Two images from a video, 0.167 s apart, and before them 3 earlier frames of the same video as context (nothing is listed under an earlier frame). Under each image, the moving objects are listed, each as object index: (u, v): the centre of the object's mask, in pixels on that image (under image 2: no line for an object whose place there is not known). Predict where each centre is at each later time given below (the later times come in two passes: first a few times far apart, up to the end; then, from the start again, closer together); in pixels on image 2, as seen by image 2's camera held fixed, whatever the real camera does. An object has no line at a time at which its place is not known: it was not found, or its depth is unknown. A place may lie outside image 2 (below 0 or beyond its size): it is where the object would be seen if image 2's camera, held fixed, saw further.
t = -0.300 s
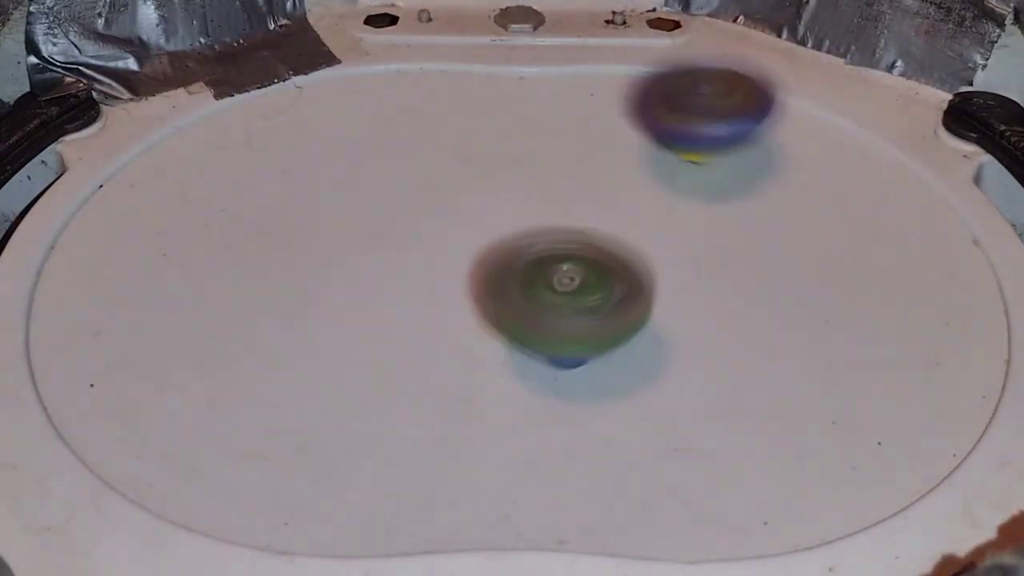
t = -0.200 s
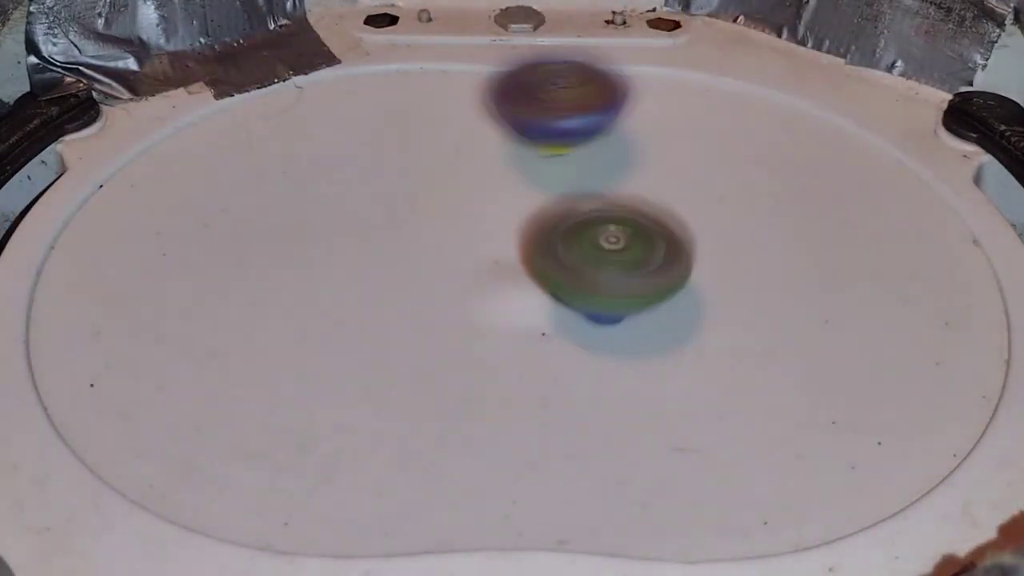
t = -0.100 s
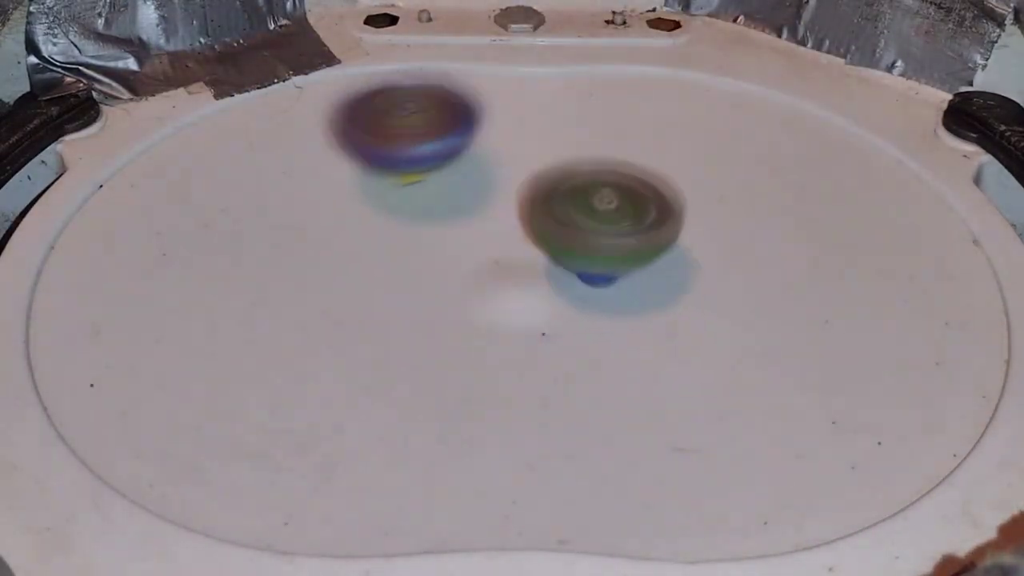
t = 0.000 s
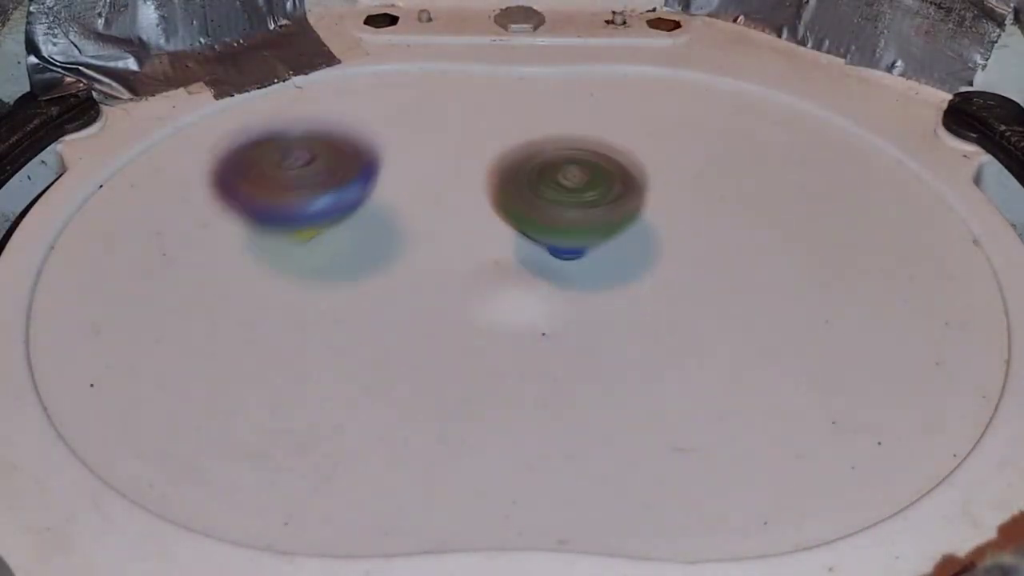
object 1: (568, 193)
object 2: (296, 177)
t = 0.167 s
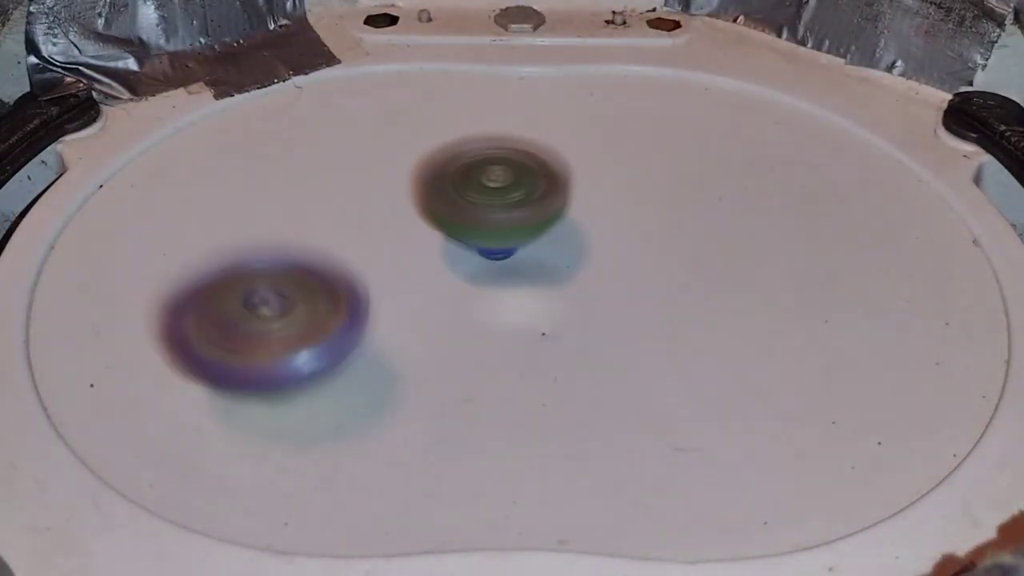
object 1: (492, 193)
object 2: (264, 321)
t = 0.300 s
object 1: (445, 214)
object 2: (453, 387)
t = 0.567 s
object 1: (455, 242)
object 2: (741, 247)
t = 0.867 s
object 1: (446, 242)
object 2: (486, 130)
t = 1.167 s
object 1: (468, 232)
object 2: (244, 225)
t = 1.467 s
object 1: (472, 209)
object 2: (442, 337)
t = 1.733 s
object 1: (400, 170)
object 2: (672, 225)
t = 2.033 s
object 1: (260, 197)
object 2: (552, 134)
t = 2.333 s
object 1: (155, 366)
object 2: (638, 167)
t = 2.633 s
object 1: (506, 224)
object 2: (671, 145)
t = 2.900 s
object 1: (377, 136)
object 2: (733, 166)
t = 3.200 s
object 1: (344, 184)
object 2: (689, 217)
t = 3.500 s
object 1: (547, 200)
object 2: (713, 319)
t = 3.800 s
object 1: (591, 170)
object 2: (616, 288)
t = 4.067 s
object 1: (579, 193)
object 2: (408, 289)
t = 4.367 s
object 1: (603, 251)
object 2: (384, 308)
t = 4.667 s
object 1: (595, 259)
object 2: (378, 199)
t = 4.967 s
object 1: (568, 266)
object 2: (315, 180)
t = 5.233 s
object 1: (567, 301)
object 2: (462, 175)
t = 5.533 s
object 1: (646, 306)
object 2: (418, 80)
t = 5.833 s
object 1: (679, 296)
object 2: (442, 190)
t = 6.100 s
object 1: (700, 341)
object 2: (598, 225)
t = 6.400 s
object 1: (697, 313)
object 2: (589, 190)
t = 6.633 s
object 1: (699, 295)
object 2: (557, 226)
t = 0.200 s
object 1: (476, 197)
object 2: (294, 350)
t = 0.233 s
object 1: (462, 202)
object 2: (337, 372)
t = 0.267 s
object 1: (452, 208)
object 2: (391, 384)
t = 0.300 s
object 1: (445, 214)
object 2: (453, 387)
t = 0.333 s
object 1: (442, 219)
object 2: (520, 381)
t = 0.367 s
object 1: (441, 225)
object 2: (586, 374)
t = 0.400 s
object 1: (442, 231)
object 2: (645, 363)
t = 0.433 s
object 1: (443, 236)
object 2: (693, 348)
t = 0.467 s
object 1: (444, 241)
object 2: (725, 326)
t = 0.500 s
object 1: (450, 242)
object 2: (741, 301)
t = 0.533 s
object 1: (456, 242)
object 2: (748, 274)
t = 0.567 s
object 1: (455, 242)
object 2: (741, 247)
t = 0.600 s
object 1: (453, 242)
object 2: (732, 221)
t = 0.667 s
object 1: (451, 243)
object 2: (692, 178)
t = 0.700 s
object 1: (449, 243)
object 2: (666, 162)
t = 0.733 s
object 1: (447, 242)
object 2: (636, 150)
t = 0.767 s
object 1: (446, 242)
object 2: (603, 140)
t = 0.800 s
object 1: (445, 242)
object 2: (567, 134)
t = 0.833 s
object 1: (446, 242)
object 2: (529, 131)
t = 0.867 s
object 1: (446, 242)
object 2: (486, 130)
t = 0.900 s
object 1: (448, 241)
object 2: (446, 129)
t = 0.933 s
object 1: (449, 240)
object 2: (409, 131)
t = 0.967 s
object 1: (448, 238)
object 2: (377, 137)
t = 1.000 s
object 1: (447, 237)
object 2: (347, 146)
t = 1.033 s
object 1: (447, 237)
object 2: (322, 158)
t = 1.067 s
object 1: (446, 236)
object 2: (302, 174)
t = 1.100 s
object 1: (446, 234)
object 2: (287, 192)
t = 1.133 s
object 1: (457, 234)
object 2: (266, 208)
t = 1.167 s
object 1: (468, 232)
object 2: (244, 225)
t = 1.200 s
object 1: (469, 228)
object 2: (229, 245)
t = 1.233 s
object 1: (468, 225)
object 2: (224, 265)
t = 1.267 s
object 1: (468, 222)
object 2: (231, 287)
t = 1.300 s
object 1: (469, 218)
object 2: (249, 308)
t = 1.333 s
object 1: (469, 216)
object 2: (278, 326)
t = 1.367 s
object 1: (470, 215)
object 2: (316, 340)
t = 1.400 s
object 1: (472, 214)
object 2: (359, 346)
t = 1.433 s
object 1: (473, 210)
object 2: (402, 344)
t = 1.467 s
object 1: (472, 209)
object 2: (442, 337)
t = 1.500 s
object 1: (470, 207)
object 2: (483, 322)
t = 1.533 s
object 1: (466, 206)
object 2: (520, 308)
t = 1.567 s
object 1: (458, 197)
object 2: (557, 306)
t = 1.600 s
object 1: (447, 188)
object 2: (598, 298)
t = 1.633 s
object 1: (434, 179)
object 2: (630, 284)
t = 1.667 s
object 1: (424, 173)
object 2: (655, 267)
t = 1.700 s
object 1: (412, 171)
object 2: (668, 246)
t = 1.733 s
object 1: (400, 170)
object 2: (672, 225)
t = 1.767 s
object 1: (392, 171)
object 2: (666, 205)
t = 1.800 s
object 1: (389, 171)
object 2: (654, 189)
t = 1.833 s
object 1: (387, 172)
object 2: (639, 170)
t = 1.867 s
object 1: (385, 173)
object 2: (616, 159)
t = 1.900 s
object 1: (385, 176)
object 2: (588, 151)
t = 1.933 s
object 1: (386, 178)
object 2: (557, 146)
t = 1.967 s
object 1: (371, 177)
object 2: (537, 144)
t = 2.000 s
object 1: (314, 187)
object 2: (547, 139)
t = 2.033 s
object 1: (260, 197)
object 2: (552, 134)
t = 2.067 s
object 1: (211, 206)
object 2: (552, 135)
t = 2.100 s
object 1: (170, 220)
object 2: (554, 136)
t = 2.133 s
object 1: (134, 238)
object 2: (555, 140)
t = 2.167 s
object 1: (111, 259)
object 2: (560, 146)
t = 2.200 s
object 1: (93, 281)
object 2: (567, 155)
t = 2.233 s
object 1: (93, 303)
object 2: (580, 158)
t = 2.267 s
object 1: (99, 332)
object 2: (597, 164)
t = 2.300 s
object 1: (120, 351)
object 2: (617, 166)
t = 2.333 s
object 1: (155, 366)
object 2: (638, 167)
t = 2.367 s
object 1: (204, 372)
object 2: (658, 166)
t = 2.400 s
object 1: (259, 370)
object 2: (675, 162)
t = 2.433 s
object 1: (316, 361)
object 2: (689, 157)
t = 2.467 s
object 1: (368, 347)
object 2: (699, 149)
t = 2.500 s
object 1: (413, 326)
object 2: (701, 142)
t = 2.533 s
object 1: (451, 303)
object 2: (699, 138)
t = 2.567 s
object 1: (481, 277)
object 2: (692, 137)
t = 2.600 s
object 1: (497, 248)
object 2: (683, 139)
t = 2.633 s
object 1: (506, 224)
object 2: (671, 145)
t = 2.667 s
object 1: (514, 208)
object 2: (658, 152)
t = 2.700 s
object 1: (503, 193)
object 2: (668, 156)
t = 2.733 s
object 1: (485, 180)
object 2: (681, 158)
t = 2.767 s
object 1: (462, 168)
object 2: (696, 160)
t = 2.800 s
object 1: (438, 155)
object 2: (709, 163)
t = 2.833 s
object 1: (416, 144)
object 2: (721, 163)
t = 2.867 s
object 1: (396, 138)
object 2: (729, 163)
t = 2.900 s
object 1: (377, 136)
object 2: (733, 166)
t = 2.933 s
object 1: (355, 135)
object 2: (737, 165)
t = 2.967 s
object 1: (337, 137)
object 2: (736, 166)
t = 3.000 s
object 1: (324, 139)
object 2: (733, 171)
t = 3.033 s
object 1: (316, 143)
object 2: (729, 173)
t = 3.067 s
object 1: (316, 149)
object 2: (722, 178)
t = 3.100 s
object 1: (319, 157)
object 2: (715, 185)
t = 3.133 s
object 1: (323, 167)
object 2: (707, 194)
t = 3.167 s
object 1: (332, 176)
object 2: (698, 204)
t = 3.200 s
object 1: (344, 184)
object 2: (689, 217)
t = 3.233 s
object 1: (360, 191)
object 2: (683, 229)
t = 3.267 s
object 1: (379, 200)
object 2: (679, 242)
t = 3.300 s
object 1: (405, 207)
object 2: (677, 256)
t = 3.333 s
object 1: (428, 213)
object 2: (677, 271)
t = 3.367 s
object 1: (454, 214)
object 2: (680, 284)
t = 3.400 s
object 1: (476, 211)
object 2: (684, 295)
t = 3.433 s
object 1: (499, 210)
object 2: (695, 306)
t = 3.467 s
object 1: (525, 204)
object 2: (704, 314)
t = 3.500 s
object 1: (547, 200)
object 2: (713, 319)
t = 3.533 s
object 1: (565, 195)
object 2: (719, 321)
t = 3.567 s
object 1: (576, 191)
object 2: (721, 321)
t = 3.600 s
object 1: (583, 184)
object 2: (720, 318)
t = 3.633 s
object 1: (590, 178)
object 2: (713, 314)
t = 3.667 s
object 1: (593, 175)
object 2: (704, 308)
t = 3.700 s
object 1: (592, 171)
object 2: (688, 303)
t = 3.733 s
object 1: (593, 170)
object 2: (669, 296)
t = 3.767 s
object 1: (593, 170)
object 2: (644, 292)
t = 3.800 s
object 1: (591, 170)
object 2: (616, 288)
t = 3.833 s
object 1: (587, 172)
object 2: (589, 284)
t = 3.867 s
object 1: (583, 173)
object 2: (559, 283)
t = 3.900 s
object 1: (581, 174)
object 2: (534, 283)
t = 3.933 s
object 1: (581, 174)
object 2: (510, 284)
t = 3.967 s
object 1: (579, 176)
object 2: (484, 286)
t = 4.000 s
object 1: (580, 181)
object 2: (458, 286)
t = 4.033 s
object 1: (579, 185)
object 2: (433, 286)
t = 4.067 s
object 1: (579, 193)
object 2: (408, 289)
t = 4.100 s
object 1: (580, 201)
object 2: (388, 292)
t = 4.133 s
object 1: (581, 210)
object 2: (370, 297)
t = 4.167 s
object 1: (586, 216)
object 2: (354, 304)
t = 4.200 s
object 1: (587, 224)
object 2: (346, 311)
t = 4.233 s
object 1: (592, 231)
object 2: (344, 315)
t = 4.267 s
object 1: (592, 237)
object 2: (346, 317)
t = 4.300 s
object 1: (600, 241)
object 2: (357, 317)
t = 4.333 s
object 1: (600, 247)
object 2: (369, 315)
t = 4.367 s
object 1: (603, 251)
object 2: (384, 308)
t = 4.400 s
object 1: (606, 255)
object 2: (399, 299)
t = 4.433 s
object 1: (609, 259)
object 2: (411, 288)
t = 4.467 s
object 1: (610, 261)
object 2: (419, 273)
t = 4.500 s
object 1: (606, 261)
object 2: (421, 259)
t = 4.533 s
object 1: (605, 261)
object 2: (417, 245)
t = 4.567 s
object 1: (604, 259)
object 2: (410, 231)
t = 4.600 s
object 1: (598, 259)
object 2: (401, 219)
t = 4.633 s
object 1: (595, 261)
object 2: (389, 208)
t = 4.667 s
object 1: (595, 259)
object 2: (378, 199)
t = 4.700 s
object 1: (592, 258)
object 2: (366, 189)
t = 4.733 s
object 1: (587, 257)
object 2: (354, 183)
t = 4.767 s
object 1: (586, 258)
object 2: (341, 176)
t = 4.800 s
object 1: (583, 259)
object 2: (329, 170)
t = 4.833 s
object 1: (577, 258)
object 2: (318, 168)
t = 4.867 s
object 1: (569, 258)
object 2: (311, 170)
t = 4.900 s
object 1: (566, 261)
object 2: (307, 173)
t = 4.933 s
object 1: (569, 266)
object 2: (309, 176)
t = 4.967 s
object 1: (568, 266)
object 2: (315, 180)
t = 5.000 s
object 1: (561, 267)
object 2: (324, 186)
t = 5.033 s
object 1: (554, 267)
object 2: (340, 191)
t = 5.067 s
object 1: (549, 266)
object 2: (357, 196)
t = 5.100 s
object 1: (547, 270)
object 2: (381, 199)
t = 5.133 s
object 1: (549, 273)
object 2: (405, 199)
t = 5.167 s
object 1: (548, 274)
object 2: (428, 195)
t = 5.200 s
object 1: (555, 280)
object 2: (448, 187)
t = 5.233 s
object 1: (567, 301)
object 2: (462, 175)
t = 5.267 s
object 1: (578, 315)
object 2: (468, 161)
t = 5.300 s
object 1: (592, 323)
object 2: (472, 145)
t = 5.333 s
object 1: (607, 325)
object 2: (472, 132)
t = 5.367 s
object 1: (623, 323)
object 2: (470, 119)
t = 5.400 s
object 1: (633, 317)
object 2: (465, 109)
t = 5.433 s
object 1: (638, 312)
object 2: (457, 99)
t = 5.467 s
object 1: (640, 308)
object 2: (447, 88)
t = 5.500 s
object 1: (642, 306)
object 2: (433, 82)
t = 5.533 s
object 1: (646, 306)
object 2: (418, 80)
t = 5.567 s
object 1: (649, 306)
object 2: (402, 85)
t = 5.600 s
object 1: (653, 305)
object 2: (392, 92)
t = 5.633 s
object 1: (659, 305)
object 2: (387, 106)
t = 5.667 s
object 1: (665, 304)
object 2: (386, 120)
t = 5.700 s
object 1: (670, 301)
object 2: (392, 134)
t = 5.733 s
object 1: (674, 299)
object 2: (400, 151)
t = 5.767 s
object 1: (678, 297)
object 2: (412, 164)
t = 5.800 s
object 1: (680, 296)
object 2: (427, 177)
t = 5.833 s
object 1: (679, 296)
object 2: (442, 190)
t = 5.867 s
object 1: (677, 297)
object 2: (461, 203)
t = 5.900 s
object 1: (675, 298)
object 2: (480, 213)
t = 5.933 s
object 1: (673, 299)
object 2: (504, 214)
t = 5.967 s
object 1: (671, 301)
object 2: (532, 216)
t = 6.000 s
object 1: (672, 304)
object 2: (556, 224)
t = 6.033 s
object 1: (689, 316)
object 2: (570, 226)
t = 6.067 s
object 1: (699, 335)
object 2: (585, 228)
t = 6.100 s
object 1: (700, 341)
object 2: (598, 225)
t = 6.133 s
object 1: (697, 342)
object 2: (608, 220)
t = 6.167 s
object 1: (693, 338)
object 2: (618, 213)
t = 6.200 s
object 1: (691, 334)
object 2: (625, 207)
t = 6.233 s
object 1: (694, 333)
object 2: (629, 202)
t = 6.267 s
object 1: (696, 329)
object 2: (628, 198)
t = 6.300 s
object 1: (698, 325)
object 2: (623, 193)
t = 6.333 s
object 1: (700, 321)
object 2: (615, 189)
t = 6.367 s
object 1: (699, 317)
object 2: (604, 187)
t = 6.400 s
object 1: (697, 313)
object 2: (589, 190)
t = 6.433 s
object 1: (695, 310)
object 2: (575, 194)
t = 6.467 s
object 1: (694, 307)
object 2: (562, 197)
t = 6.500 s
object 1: (691, 304)
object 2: (547, 202)
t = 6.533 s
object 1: (688, 301)
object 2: (546, 206)
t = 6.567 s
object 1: (685, 299)
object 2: (555, 218)
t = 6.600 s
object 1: (693, 297)
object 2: (559, 221)
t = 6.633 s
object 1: (699, 295)
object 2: (557, 226)
